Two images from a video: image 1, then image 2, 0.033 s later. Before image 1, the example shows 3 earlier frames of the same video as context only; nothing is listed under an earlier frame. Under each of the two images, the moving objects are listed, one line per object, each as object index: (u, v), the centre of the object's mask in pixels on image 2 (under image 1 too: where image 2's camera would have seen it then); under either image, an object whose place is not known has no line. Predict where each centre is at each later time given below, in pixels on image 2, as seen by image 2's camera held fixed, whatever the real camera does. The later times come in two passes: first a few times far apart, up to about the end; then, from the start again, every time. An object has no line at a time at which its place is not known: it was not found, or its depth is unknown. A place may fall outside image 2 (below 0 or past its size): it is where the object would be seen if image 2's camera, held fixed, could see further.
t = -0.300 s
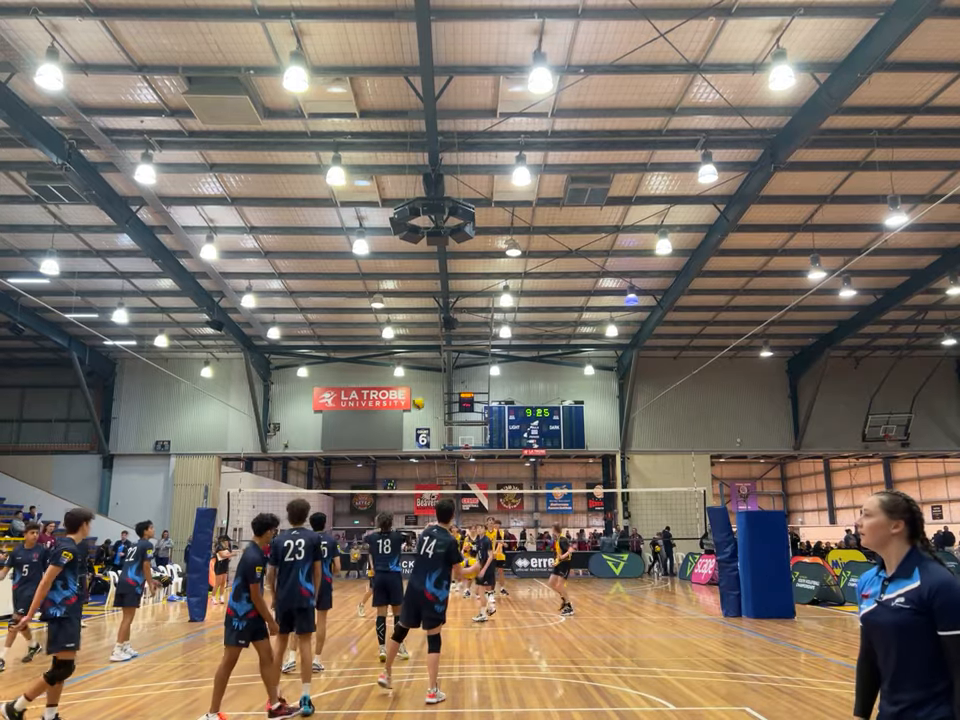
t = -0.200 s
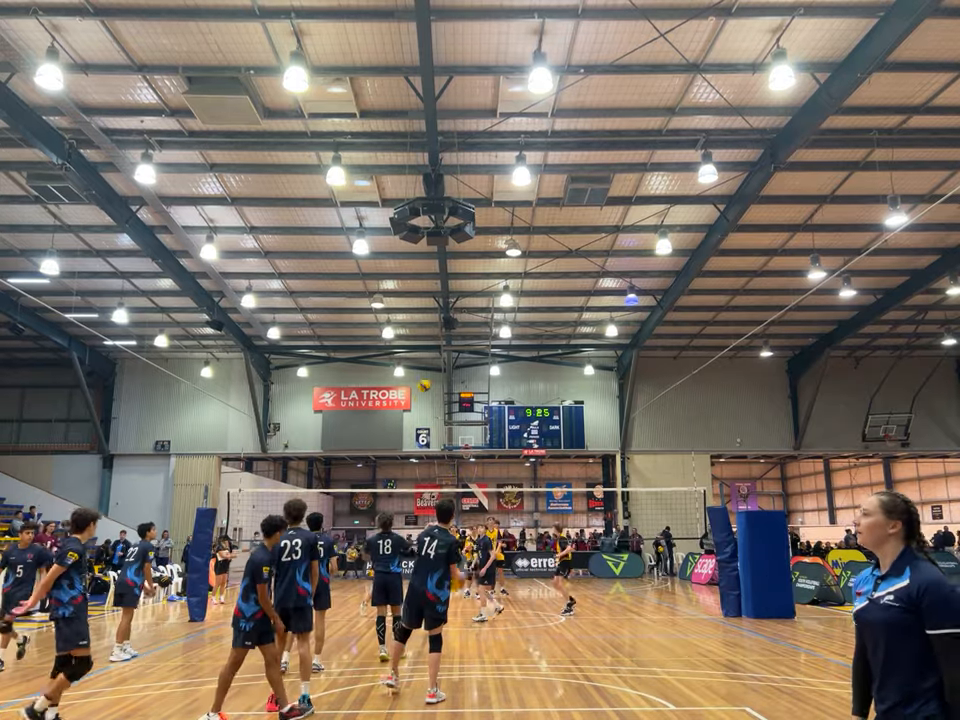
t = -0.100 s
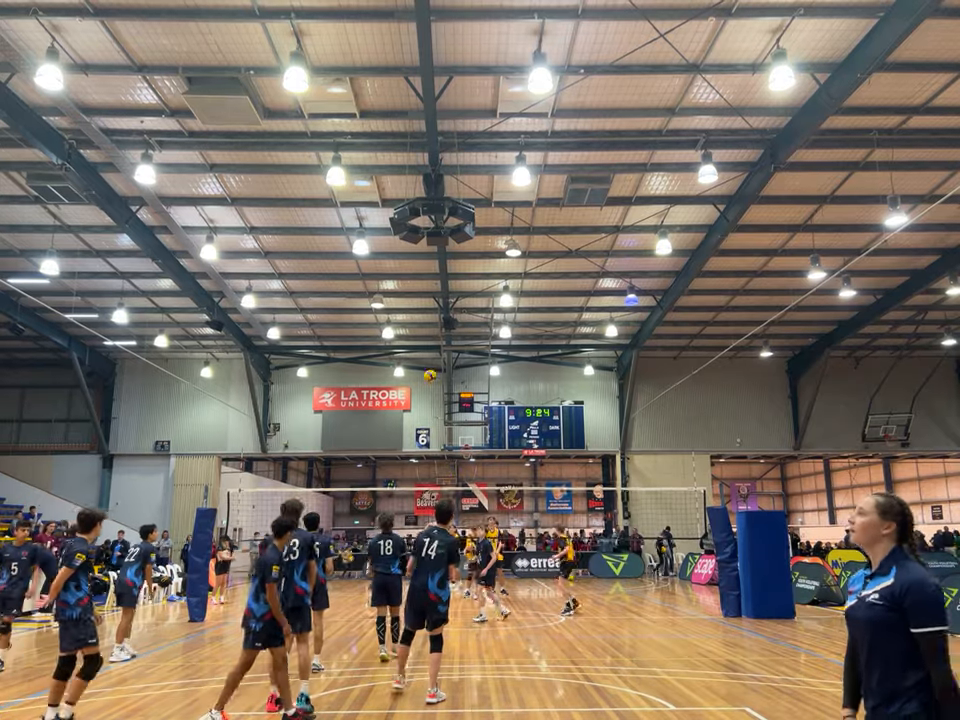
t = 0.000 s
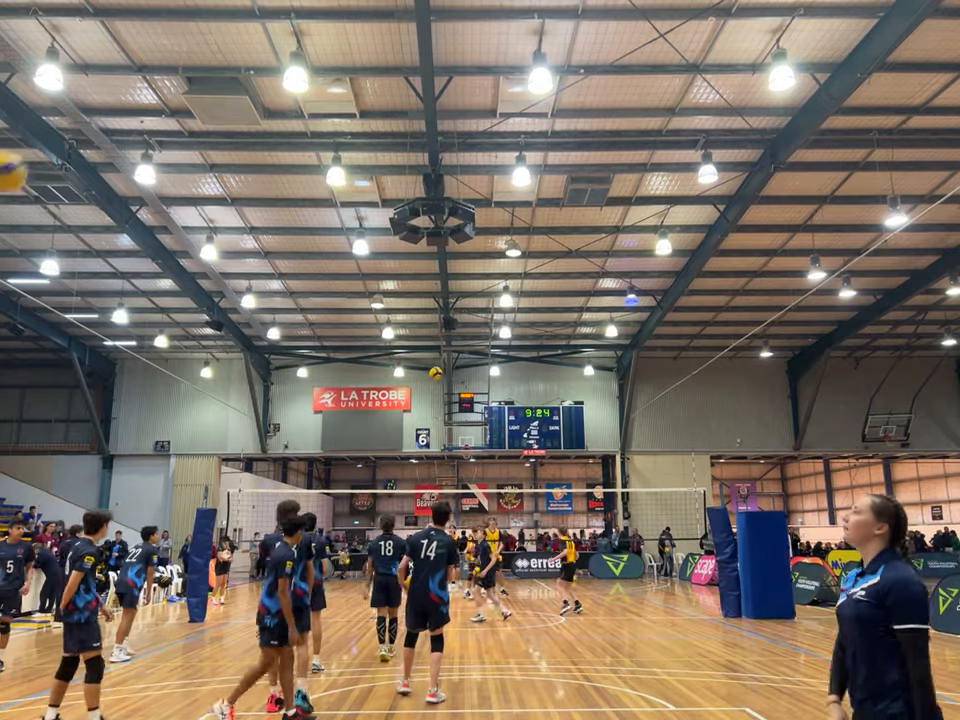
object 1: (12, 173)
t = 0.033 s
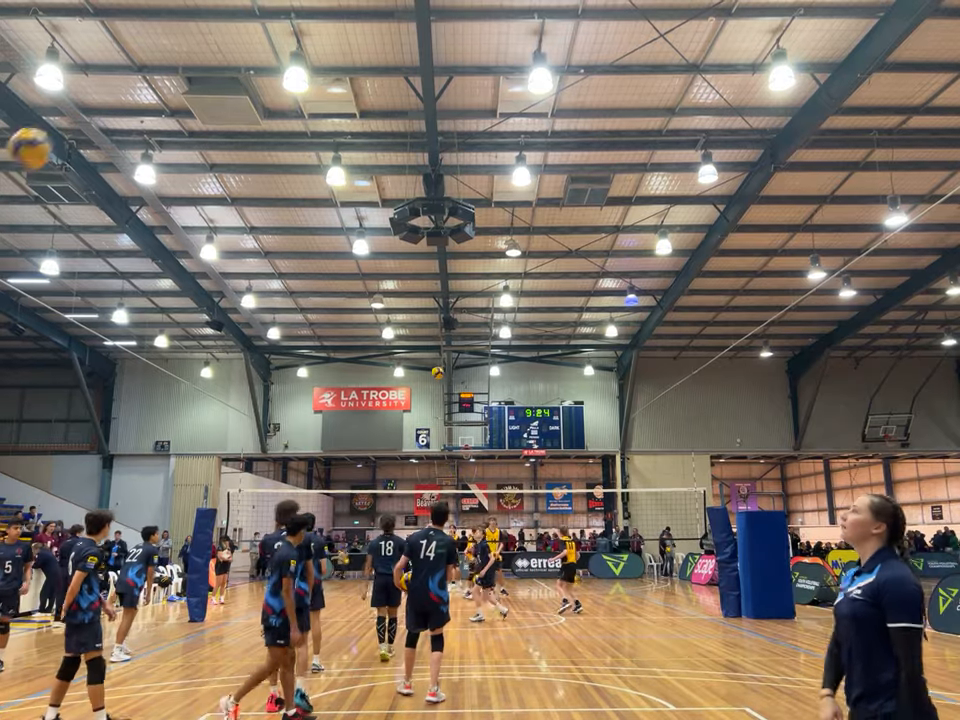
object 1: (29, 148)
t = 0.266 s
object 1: (183, 41)
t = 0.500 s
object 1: (317, 24)
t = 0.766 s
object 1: (455, 99)
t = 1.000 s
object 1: (574, 248)
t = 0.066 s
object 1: (53, 126)
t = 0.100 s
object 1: (77, 107)
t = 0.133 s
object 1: (98, 91)
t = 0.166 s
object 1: (122, 74)
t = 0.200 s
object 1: (142, 61)
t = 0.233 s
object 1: (163, 50)
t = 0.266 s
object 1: (183, 41)
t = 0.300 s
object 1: (204, 33)
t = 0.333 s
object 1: (224, 27)
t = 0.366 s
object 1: (243, 23)
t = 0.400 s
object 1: (262, 20)
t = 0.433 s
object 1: (280, 20)
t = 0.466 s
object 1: (299, 20)
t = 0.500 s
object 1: (317, 24)
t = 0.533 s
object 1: (336, 28)
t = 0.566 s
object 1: (353, 33)
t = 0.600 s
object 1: (371, 41)
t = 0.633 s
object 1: (389, 49)
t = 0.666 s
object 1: (407, 60)
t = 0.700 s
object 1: (422, 70)
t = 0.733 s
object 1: (438, 82)
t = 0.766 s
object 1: (455, 99)
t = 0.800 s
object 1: (473, 115)
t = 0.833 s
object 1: (491, 134)
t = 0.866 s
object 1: (507, 153)
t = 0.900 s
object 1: (523, 176)
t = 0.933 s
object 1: (542, 199)
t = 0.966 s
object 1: (558, 222)
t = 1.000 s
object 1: (574, 248)
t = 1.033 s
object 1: (591, 276)
